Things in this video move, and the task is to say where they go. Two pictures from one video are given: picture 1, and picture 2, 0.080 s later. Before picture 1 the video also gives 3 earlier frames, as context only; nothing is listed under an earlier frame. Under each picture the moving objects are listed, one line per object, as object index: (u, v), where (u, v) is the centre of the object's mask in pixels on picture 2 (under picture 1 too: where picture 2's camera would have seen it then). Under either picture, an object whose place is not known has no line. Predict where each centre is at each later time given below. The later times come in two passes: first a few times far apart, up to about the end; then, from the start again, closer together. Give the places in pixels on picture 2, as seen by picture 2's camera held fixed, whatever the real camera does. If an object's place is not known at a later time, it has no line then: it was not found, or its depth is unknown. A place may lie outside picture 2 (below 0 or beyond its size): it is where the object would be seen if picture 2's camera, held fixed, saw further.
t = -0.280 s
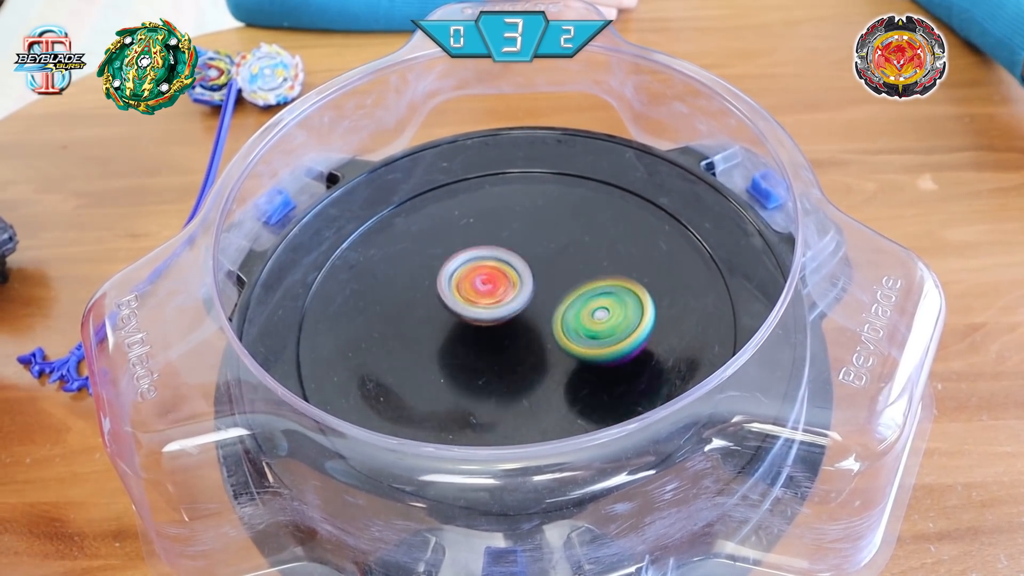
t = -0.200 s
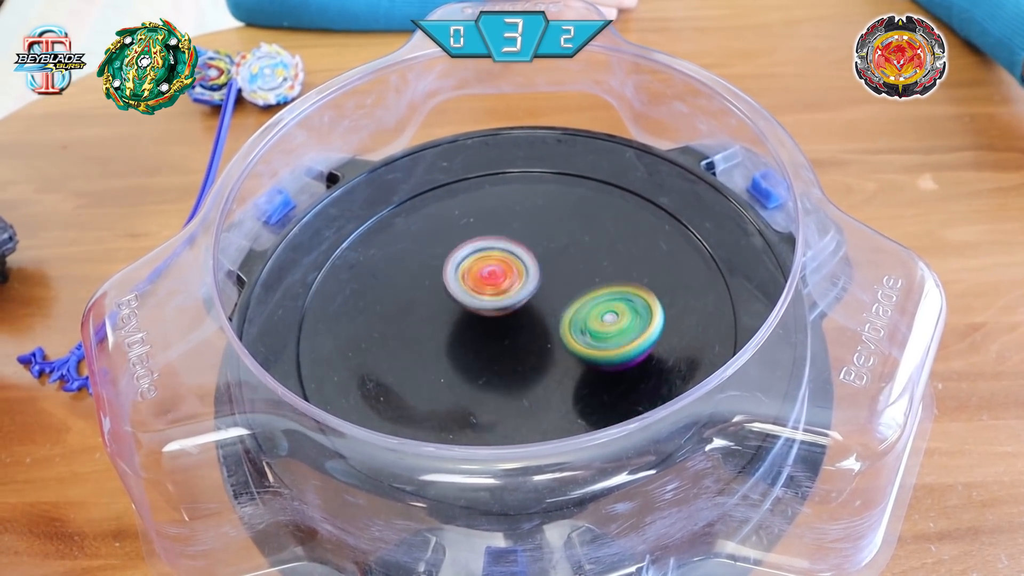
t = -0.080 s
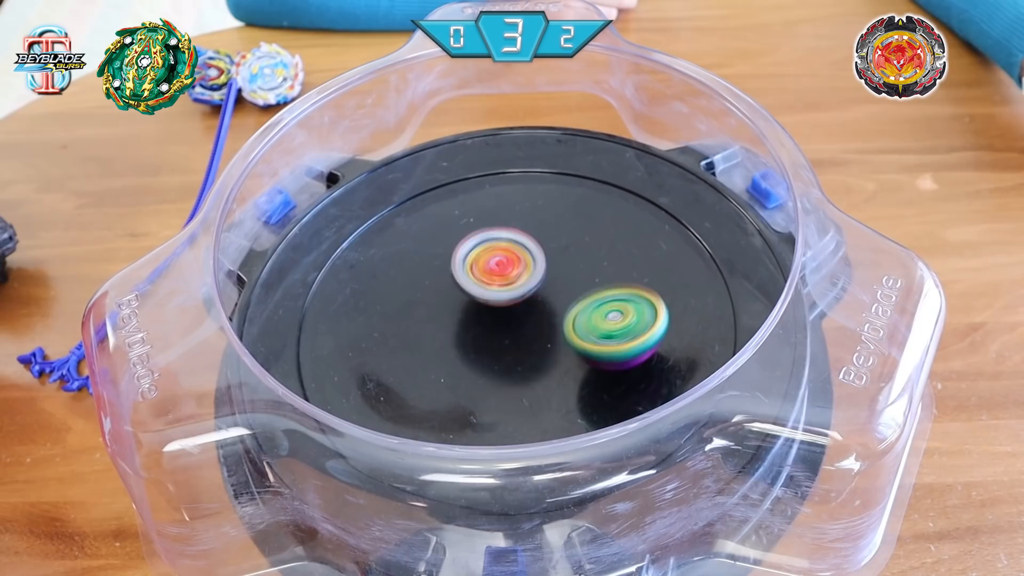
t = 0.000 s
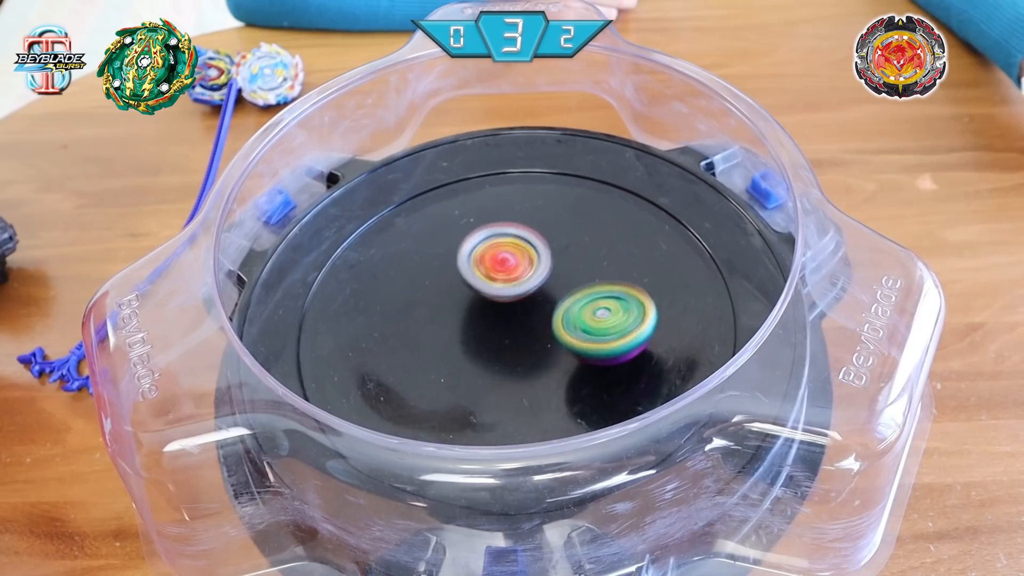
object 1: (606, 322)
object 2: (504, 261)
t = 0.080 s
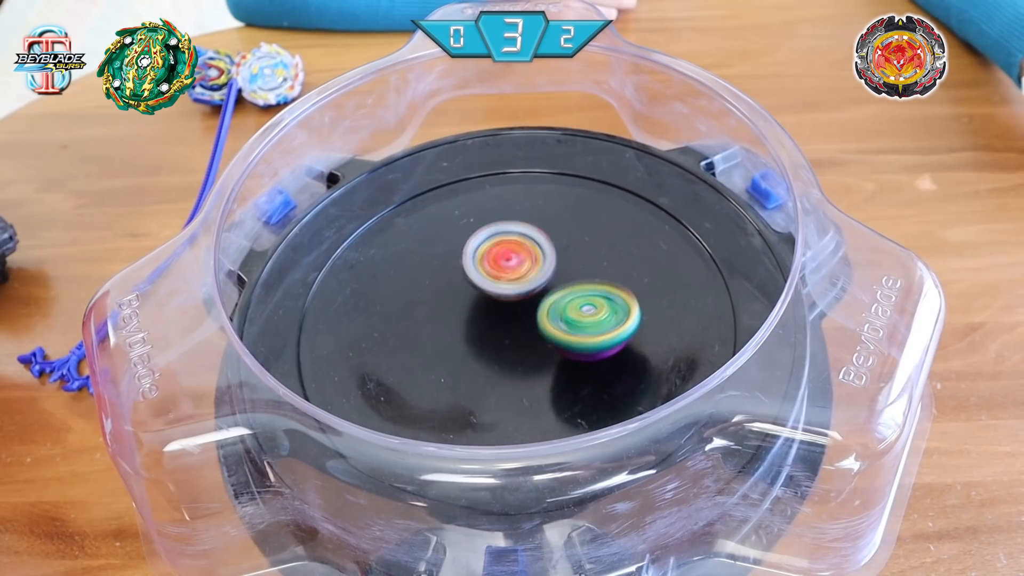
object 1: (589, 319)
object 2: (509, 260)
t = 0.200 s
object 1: (566, 318)
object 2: (505, 249)
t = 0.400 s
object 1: (515, 312)
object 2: (490, 233)
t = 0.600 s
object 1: (471, 309)
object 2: (489, 227)
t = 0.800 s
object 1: (445, 299)
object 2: (513, 237)
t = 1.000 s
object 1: (441, 285)
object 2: (556, 258)
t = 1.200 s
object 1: (458, 277)
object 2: (589, 276)
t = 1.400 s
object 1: (491, 282)
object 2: (602, 299)
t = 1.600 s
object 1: (518, 289)
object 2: (609, 321)
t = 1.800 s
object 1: (522, 289)
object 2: (641, 327)
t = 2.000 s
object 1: (512, 285)
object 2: (632, 304)
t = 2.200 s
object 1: (461, 269)
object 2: (596, 303)
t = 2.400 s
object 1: (441, 256)
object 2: (508, 312)
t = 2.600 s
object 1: (441, 251)
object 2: (451, 330)
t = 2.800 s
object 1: (473, 250)
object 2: (413, 355)
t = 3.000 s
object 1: (507, 272)
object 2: (413, 346)
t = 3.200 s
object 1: (528, 310)
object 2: (428, 316)
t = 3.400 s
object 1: (521, 341)
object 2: (439, 279)
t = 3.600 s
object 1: (485, 350)
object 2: (462, 250)
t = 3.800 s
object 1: (460, 331)
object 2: (502, 243)
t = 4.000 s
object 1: (472, 301)
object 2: (551, 245)
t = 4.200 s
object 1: (496, 283)
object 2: (609, 244)
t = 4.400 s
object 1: (523, 282)
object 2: (639, 255)
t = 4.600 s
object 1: (528, 294)
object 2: (651, 287)
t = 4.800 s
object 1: (509, 306)
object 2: (627, 318)
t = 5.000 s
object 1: (485, 305)
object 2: (581, 336)
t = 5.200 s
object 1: (469, 276)
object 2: (533, 357)
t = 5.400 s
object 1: (478, 241)
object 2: (496, 378)
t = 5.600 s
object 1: (510, 245)
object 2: (438, 355)
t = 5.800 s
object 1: (529, 284)
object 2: (408, 318)
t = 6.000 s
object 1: (502, 325)
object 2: (421, 276)
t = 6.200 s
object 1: (456, 328)
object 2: (459, 244)
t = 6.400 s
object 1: (448, 302)
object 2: (510, 228)
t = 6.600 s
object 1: (477, 287)
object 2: (561, 237)
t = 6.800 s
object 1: (507, 300)
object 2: (605, 262)
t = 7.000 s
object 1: (515, 329)
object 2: (617, 303)
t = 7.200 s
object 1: (493, 338)
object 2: (602, 335)
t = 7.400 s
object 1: (477, 320)
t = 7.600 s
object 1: (493, 296)
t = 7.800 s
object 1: (544, 300)
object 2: (485, 362)
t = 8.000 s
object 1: (555, 333)
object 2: (437, 348)
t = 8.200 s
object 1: (537, 332)
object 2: (421, 316)
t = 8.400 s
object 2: (433, 274)
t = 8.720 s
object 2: (478, 230)
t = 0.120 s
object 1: (579, 317)
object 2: (510, 259)
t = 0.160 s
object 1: (573, 319)
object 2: (508, 254)
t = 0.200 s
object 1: (566, 318)
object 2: (505, 249)
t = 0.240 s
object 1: (556, 316)
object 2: (500, 246)
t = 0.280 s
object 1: (546, 314)
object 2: (499, 245)
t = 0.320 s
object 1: (535, 313)
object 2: (495, 240)
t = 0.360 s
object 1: (526, 312)
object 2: (493, 238)
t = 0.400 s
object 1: (515, 312)
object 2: (490, 233)
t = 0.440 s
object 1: (506, 311)
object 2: (486, 231)
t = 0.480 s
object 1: (496, 310)
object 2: (486, 230)
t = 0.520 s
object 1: (487, 309)
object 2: (486, 229)
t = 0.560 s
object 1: (478, 310)
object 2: (487, 229)
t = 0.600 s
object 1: (471, 309)
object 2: (489, 227)
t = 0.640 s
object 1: (464, 307)
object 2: (491, 228)
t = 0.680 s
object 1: (457, 306)
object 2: (496, 230)
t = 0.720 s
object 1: (452, 304)
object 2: (501, 231)
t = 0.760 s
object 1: (448, 302)
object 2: (507, 234)
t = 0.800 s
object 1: (445, 299)
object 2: (513, 237)
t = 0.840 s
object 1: (443, 296)
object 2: (520, 242)
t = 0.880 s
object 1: (441, 293)
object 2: (530, 245)
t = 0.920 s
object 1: (440, 290)
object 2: (537, 250)
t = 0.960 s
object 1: (440, 287)
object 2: (548, 255)
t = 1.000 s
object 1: (441, 285)
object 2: (556, 258)
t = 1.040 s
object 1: (443, 283)
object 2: (564, 262)
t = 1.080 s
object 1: (446, 281)
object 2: (571, 264)
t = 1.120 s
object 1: (448, 279)
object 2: (578, 268)
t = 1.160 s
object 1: (452, 278)
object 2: (584, 271)
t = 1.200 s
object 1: (458, 277)
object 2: (589, 276)
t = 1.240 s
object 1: (463, 277)
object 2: (594, 280)
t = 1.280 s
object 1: (470, 278)
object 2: (597, 284)
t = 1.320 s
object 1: (477, 279)
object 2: (601, 289)
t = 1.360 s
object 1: (484, 280)
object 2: (601, 293)
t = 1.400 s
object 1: (491, 282)
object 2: (602, 299)
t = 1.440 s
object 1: (498, 284)
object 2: (601, 303)
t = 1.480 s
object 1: (505, 286)
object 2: (600, 309)
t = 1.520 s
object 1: (508, 286)
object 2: (605, 315)
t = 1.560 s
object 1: (513, 288)
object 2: (607, 319)
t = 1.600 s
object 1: (518, 289)
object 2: (609, 321)
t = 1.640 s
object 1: (521, 291)
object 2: (610, 325)
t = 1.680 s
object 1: (521, 288)
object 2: (621, 329)
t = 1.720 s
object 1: (520, 288)
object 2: (629, 331)
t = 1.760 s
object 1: (521, 289)
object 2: (638, 329)
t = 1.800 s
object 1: (522, 289)
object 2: (641, 327)
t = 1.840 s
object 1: (523, 289)
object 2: (645, 323)
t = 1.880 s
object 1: (524, 289)
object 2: (644, 319)
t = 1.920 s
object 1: (525, 290)
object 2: (640, 311)
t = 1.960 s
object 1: (526, 290)
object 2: (629, 306)
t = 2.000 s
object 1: (512, 285)
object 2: (632, 304)
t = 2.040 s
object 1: (494, 280)
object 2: (634, 305)
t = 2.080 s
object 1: (484, 277)
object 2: (632, 304)
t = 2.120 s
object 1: (476, 275)
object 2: (624, 304)
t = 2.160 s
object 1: (468, 272)
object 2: (612, 303)
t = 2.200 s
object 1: (461, 269)
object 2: (596, 303)
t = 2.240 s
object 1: (455, 266)
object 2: (578, 304)
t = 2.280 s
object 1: (450, 263)
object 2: (561, 306)
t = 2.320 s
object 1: (446, 260)
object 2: (543, 308)
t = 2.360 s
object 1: (443, 258)
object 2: (525, 310)
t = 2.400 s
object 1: (441, 256)
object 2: (508, 312)
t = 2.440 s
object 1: (438, 253)
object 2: (495, 317)
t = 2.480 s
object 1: (436, 251)
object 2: (483, 322)
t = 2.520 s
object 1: (436, 251)
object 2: (472, 325)
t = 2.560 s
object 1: (438, 250)
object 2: (462, 328)
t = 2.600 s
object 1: (441, 251)
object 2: (451, 330)
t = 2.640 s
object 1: (445, 252)
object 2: (443, 330)
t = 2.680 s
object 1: (453, 250)
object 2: (433, 336)
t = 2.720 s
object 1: (460, 247)
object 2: (424, 345)
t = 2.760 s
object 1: (466, 248)
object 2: (417, 352)
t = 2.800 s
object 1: (473, 250)
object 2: (413, 355)
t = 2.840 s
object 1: (480, 253)
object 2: (410, 357)
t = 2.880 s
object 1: (487, 256)
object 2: (409, 357)
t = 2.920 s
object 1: (494, 261)
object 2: (411, 354)
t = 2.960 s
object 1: (500, 266)
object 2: (411, 351)
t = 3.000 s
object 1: (507, 272)
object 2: (413, 346)
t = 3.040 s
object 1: (512, 279)
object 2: (417, 341)
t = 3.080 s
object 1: (517, 286)
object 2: (419, 336)
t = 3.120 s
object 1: (522, 294)
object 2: (423, 329)
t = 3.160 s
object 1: (525, 301)
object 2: (425, 323)
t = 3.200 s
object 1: (528, 310)
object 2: (428, 316)
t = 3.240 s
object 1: (530, 317)
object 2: (432, 310)
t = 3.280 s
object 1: (530, 325)
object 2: (433, 302)
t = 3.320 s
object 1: (528, 331)
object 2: (434, 294)
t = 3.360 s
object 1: (525, 337)
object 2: (437, 287)
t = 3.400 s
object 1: (521, 341)
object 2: (439, 279)
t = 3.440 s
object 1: (515, 345)
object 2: (444, 272)
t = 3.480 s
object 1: (508, 349)
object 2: (448, 266)
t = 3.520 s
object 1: (501, 351)
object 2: (451, 259)
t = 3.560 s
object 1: (493, 350)
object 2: (458, 254)
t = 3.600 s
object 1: (485, 350)
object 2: (462, 250)
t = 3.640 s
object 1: (478, 347)
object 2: (468, 247)
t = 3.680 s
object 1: (472, 344)
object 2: (477, 245)
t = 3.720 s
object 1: (467, 340)
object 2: (484, 244)
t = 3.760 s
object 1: (463, 336)
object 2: (492, 243)
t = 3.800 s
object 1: (460, 331)
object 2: (502, 243)
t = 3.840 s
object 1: (458, 325)
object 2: (511, 243)
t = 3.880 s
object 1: (459, 319)
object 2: (521, 243)
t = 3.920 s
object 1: (462, 312)
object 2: (531, 245)
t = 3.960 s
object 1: (466, 306)
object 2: (541, 246)
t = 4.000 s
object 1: (472, 301)
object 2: (551, 245)
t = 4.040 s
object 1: (477, 295)
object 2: (560, 247)
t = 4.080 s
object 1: (482, 291)
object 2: (569, 247)
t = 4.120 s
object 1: (489, 287)
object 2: (578, 247)
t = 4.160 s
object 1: (490, 284)
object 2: (595, 245)
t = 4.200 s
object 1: (496, 283)
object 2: (609, 244)
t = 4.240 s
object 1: (500, 282)
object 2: (620, 243)
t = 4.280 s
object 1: (506, 280)
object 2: (629, 244)
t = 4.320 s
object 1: (512, 281)
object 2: (634, 247)
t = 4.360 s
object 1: (517, 281)
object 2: (636, 250)
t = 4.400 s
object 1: (523, 282)
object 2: (639, 255)
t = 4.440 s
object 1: (528, 285)
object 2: (639, 261)
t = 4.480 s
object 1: (533, 286)
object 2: (637, 268)
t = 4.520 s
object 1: (533, 289)
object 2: (638, 275)
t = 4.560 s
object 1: (530, 291)
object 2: (647, 281)
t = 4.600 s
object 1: (528, 294)
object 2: (651, 287)
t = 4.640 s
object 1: (524, 297)
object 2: (651, 293)
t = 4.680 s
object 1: (521, 299)
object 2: (649, 298)
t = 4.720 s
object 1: (517, 302)
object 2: (644, 306)
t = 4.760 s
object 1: (513, 305)
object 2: (637, 312)
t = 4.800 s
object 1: (509, 306)
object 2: (627, 318)
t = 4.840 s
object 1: (505, 307)
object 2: (619, 322)
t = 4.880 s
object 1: (501, 308)
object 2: (607, 326)
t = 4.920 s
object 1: (497, 309)
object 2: (595, 329)
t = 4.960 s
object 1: (491, 307)
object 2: (587, 332)
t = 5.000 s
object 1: (485, 305)
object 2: (581, 336)
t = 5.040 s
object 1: (482, 301)
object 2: (575, 341)
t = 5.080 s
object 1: (478, 299)
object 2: (565, 343)
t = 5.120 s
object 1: (475, 295)
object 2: (552, 346)
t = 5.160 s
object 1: (474, 289)
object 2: (539, 346)
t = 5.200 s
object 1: (469, 276)
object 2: (533, 357)
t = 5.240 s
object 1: (466, 265)
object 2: (528, 370)
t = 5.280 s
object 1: (469, 258)
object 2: (521, 377)
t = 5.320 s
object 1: (469, 252)
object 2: (514, 380)
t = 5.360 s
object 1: (473, 244)
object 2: (506, 380)
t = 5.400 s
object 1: (478, 241)
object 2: (496, 378)
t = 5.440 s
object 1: (482, 239)
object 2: (484, 375)
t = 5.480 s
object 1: (489, 237)
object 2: (471, 371)
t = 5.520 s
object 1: (496, 237)
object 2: (458, 365)
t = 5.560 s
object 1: (503, 240)
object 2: (448, 360)
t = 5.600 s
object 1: (510, 245)
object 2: (438, 355)
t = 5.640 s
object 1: (516, 250)
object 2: (429, 349)
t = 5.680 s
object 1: (522, 258)
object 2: (421, 342)
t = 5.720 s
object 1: (526, 266)
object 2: (414, 335)
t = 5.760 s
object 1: (529, 274)
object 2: (409, 326)
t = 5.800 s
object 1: (529, 284)
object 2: (408, 318)
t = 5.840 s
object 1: (528, 294)
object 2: (408, 310)
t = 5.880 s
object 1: (524, 303)
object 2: (409, 302)
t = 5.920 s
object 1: (518, 312)
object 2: (412, 293)
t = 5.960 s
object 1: (511, 319)
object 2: (416, 285)
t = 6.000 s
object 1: (502, 325)
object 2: (421, 276)
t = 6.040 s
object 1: (492, 329)
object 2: (427, 268)
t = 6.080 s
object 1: (482, 332)
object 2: (435, 262)
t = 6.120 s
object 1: (473, 332)
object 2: (442, 256)
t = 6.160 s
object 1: (464, 330)
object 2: (450, 250)
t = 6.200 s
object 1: (456, 328)
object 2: (459, 244)
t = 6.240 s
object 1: (450, 324)
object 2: (467, 238)
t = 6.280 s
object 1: (446, 319)
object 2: (477, 233)
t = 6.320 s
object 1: (444, 314)
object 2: (488, 229)
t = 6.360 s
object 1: (444, 308)
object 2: (499, 228)
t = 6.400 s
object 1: (448, 302)
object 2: (510, 228)
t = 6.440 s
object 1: (451, 297)
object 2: (521, 228)
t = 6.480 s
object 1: (456, 293)
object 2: (531, 229)
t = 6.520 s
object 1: (462, 290)
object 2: (541, 232)
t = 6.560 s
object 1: (470, 287)
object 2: (551, 234)
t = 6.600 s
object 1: (477, 287)
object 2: (561, 237)
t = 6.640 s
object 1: (483, 287)
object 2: (572, 241)
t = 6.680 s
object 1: (489, 286)
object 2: (583, 244)
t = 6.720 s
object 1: (498, 290)
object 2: (591, 249)
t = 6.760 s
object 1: (503, 297)
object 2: (599, 255)
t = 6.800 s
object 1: (507, 300)
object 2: (605, 262)
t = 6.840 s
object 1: (513, 306)
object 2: (609, 269)
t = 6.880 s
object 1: (515, 312)
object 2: (613, 277)
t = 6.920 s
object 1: (516, 319)
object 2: (616, 285)
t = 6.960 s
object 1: (516, 324)
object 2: (618, 294)
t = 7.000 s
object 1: (515, 329)
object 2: (617, 303)
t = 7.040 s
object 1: (512, 333)
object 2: (616, 312)
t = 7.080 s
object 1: (508, 336)
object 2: (614, 320)
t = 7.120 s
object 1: (504, 337)
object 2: (611, 326)
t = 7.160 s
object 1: (499, 339)
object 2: (608, 331)
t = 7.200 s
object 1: (493, 338)
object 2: (602, 335)
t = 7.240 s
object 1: (489, 336)
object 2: (596, 339)
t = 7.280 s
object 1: (484, 334)
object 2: (589, 342)
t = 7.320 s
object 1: (477, 329)
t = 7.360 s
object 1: (477, 324)
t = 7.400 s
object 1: (477, 320)
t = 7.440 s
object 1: (477, 313)
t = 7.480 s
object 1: (478, 307)
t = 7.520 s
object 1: (480, 302)
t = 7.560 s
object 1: (487, 298)
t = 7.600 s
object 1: (493, 296)
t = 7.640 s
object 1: (498, 292)
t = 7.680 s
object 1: (507, 290)
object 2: (520, 358)
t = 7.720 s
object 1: (523, 288)
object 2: (507, 361)
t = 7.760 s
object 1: (534, 293)
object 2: (496, 362)
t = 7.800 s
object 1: (544, 300)
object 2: (485, 362)
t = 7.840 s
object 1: (550, 307)
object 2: (474, 360)
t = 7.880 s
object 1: (554, 316)
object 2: (463, 358)
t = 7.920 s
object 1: (556, 322)
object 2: (453, 355)
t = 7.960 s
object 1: (557, 329)
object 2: (444, 352)
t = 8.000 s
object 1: (555, 333)
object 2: (437, 348)
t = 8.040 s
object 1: (554, 336)
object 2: (431, 343)
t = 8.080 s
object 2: (426, 337)
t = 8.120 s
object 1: (547, 339)
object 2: (422, 330)
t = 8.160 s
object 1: (542, 337)
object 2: (421, 323)
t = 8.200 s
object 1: (537, 332)
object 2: (421, 316)
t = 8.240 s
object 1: (531, 327)
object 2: (423, 309)
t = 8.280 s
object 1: (527, 320)
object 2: (426, 301)
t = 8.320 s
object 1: (523, 312)
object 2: (431, 293)
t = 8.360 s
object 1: (529, 306)
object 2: (432, 283)
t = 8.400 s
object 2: (433, 274)
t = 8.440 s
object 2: (437, 266)
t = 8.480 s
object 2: (441, 260)
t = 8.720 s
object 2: (478, 230)
